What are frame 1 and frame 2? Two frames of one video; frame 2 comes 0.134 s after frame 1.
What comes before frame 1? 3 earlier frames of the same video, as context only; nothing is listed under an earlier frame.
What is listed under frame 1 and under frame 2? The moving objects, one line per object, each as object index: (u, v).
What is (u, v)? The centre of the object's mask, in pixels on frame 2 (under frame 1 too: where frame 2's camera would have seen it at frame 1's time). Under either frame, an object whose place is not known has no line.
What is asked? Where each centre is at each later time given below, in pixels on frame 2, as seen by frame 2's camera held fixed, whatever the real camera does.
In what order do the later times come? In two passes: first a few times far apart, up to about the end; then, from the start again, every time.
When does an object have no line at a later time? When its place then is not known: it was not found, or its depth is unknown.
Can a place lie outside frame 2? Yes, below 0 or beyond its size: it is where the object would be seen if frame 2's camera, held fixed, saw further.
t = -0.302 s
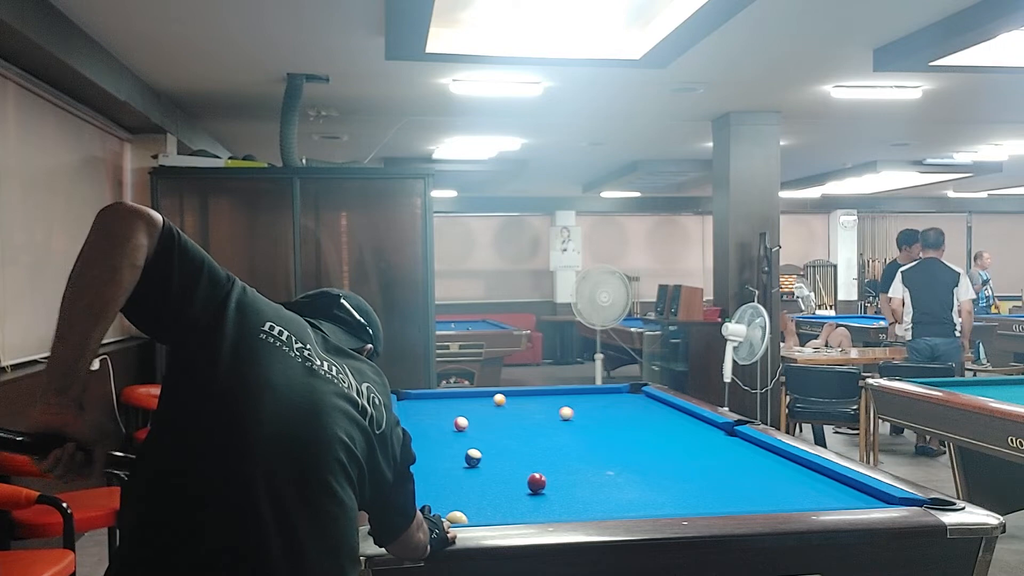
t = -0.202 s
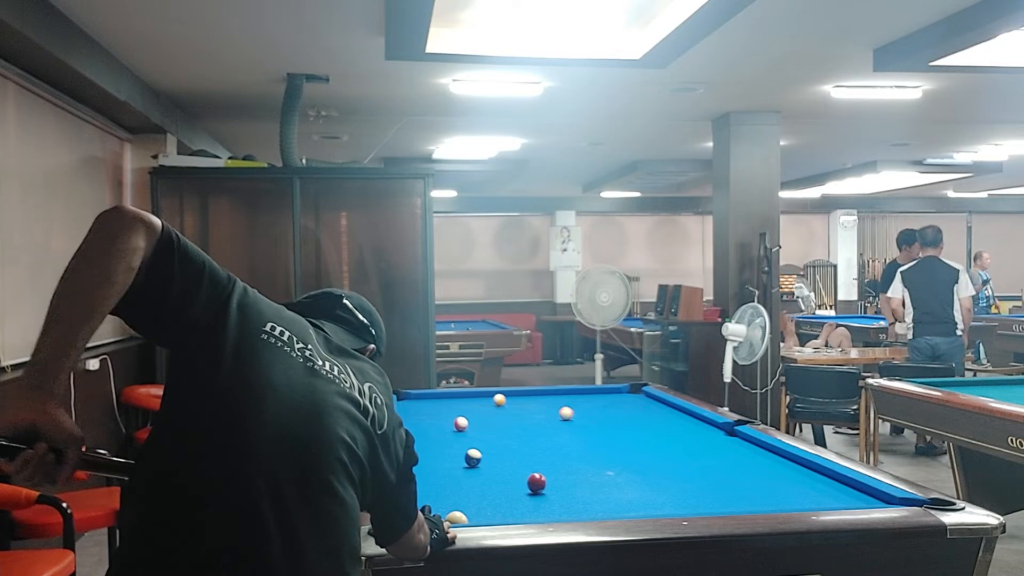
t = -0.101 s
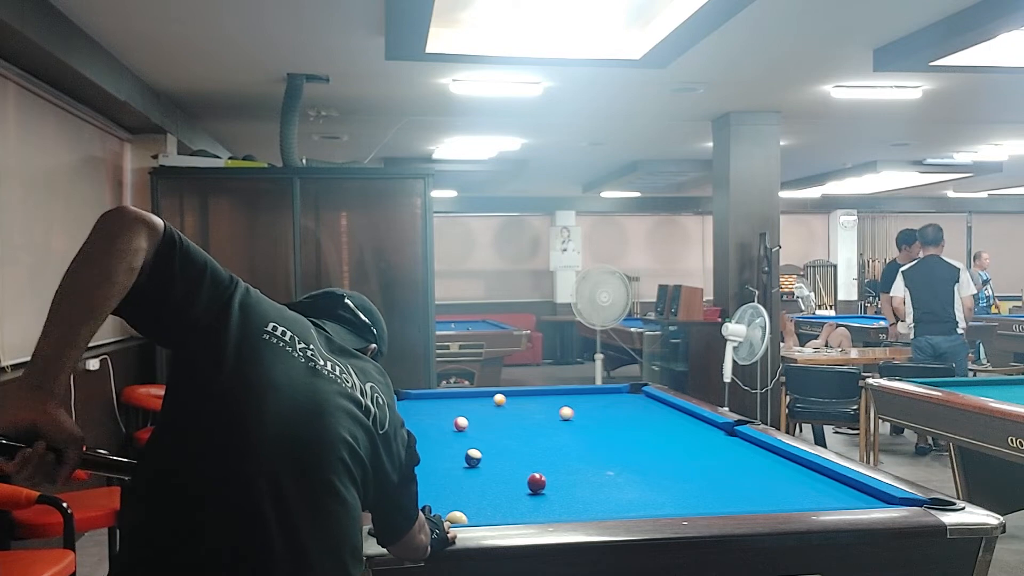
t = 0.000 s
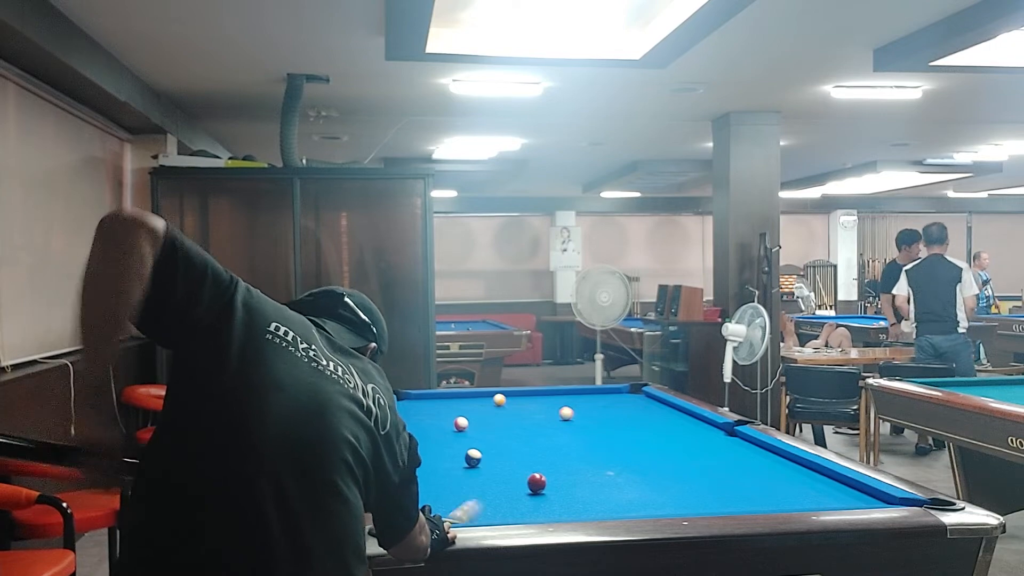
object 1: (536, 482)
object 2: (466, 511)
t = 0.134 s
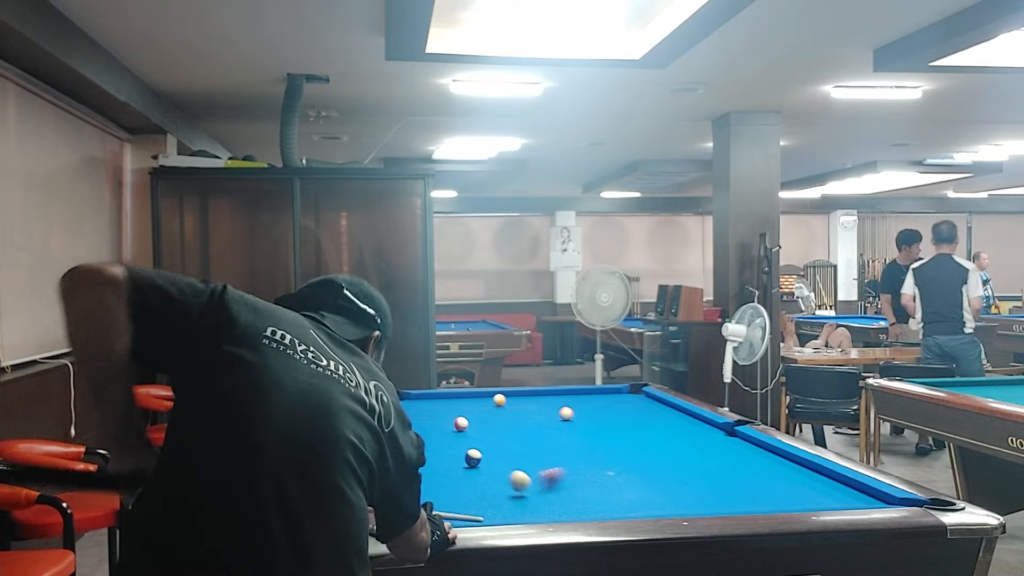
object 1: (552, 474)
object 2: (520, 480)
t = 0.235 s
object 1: (604, 460)
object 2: (504, 477)
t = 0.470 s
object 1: (687, 435)
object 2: (483, 469)
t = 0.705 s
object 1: (727, 429)
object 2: (465, 461)
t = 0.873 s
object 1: (732, 433)
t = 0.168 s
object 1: (570, 469)
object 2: (514, 478)
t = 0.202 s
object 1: (588, 465)
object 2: (509, 479)
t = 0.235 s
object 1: (604, 460)
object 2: (504, 477)
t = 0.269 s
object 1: (618, 455)
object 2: (500, 477)
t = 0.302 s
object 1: (632, 451)
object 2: (497, 476)
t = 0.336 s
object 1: (645, 447)
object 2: (494, 475)
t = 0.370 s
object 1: (656, 444)
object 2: (491, 473)
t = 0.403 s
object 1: (667, 441)
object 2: (489, 472)
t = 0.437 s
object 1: (678, 437)
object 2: (486, 471)
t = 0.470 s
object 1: (687, 435)
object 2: (483, 469)
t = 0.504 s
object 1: (696, 432)
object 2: (480, 468)
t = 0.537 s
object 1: (705, 430)
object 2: (478, 467)
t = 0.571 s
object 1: (712, 427)
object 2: (475, 466)
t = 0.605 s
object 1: (720, 425)
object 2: (472, 465)
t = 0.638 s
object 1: (725, 428)
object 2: (470, 464)
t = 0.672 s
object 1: (729, 429)
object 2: (467, 462)
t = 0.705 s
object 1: (727, 429)
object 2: (465, 461)
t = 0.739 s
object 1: (725, 428)
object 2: (461, 460)
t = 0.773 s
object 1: (725, 428)
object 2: (457, 460)
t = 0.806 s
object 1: (726, 429)
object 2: (454, 459)
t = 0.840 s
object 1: (728, 430)
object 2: (452, 459)
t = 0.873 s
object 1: (732, 433)
